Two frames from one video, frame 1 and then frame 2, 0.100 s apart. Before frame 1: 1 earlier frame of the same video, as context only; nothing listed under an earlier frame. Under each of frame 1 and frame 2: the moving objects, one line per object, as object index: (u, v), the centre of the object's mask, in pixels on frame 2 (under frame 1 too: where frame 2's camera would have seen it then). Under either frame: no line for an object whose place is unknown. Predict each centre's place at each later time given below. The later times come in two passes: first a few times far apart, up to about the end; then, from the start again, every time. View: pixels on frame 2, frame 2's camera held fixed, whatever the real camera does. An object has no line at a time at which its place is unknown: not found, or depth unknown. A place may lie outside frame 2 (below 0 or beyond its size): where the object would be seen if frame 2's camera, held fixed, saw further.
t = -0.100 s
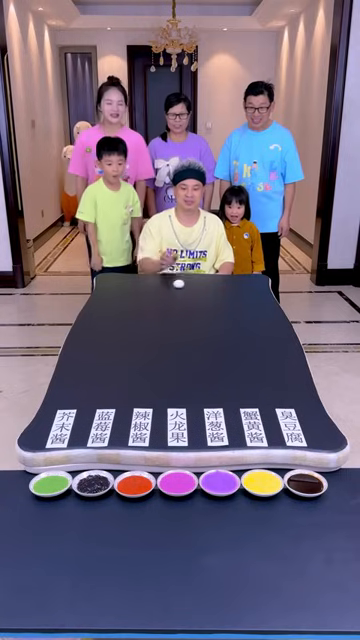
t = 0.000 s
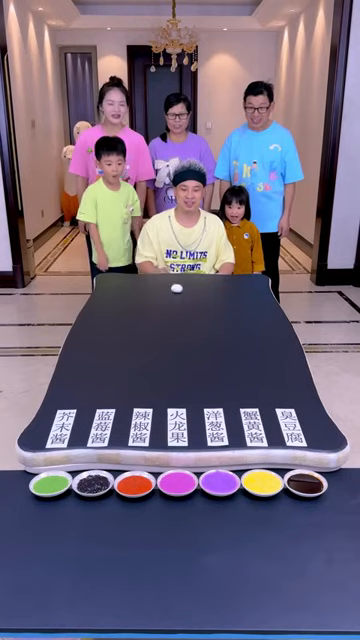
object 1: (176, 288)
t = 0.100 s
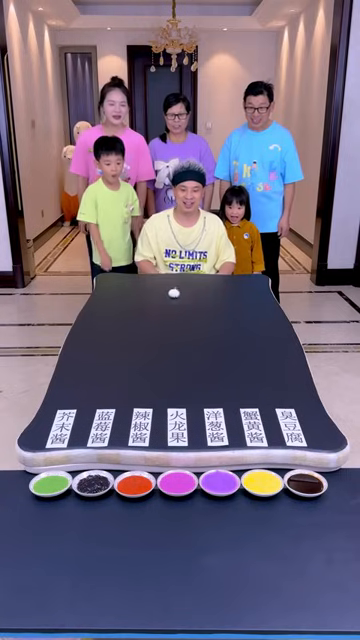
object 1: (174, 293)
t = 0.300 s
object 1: (167, 305)
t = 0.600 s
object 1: (155, 326)
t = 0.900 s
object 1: (137, 354)
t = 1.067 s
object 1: (124, 373)
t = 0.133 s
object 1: (173, 295)
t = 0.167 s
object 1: (172, 297)
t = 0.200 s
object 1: (170, 299)
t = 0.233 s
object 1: (169, 301)
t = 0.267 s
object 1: (168, 303)
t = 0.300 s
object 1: (167, 305)
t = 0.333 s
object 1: (166, 307)
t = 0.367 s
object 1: (164, 309)
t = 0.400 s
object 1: (163, 311)
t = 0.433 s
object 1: (162, 313)
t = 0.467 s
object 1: (161, 317)
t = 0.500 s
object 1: (159, 318)
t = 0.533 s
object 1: (157, 321)
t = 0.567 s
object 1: (156, 324)
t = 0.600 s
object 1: (155, 326)
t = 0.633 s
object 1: (153, 329)
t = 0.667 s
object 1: (151, 331)
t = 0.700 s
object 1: (149, 334)
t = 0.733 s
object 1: (147, 338)
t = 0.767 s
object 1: (146, 340)
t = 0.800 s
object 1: (143, 344)
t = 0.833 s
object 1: (142, 347)
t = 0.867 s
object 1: (139, 350)
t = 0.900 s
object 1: (137, 354)
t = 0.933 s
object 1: (135, 357)
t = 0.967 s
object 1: (132, 362)
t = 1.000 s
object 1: (130, 364)
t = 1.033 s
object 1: (127, 368)
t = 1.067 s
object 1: (124, 373)
